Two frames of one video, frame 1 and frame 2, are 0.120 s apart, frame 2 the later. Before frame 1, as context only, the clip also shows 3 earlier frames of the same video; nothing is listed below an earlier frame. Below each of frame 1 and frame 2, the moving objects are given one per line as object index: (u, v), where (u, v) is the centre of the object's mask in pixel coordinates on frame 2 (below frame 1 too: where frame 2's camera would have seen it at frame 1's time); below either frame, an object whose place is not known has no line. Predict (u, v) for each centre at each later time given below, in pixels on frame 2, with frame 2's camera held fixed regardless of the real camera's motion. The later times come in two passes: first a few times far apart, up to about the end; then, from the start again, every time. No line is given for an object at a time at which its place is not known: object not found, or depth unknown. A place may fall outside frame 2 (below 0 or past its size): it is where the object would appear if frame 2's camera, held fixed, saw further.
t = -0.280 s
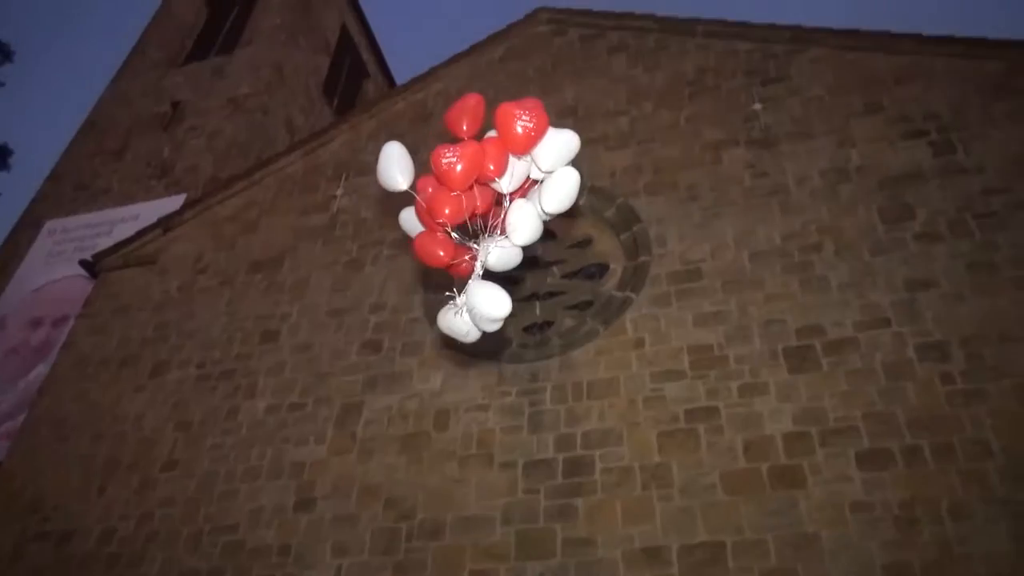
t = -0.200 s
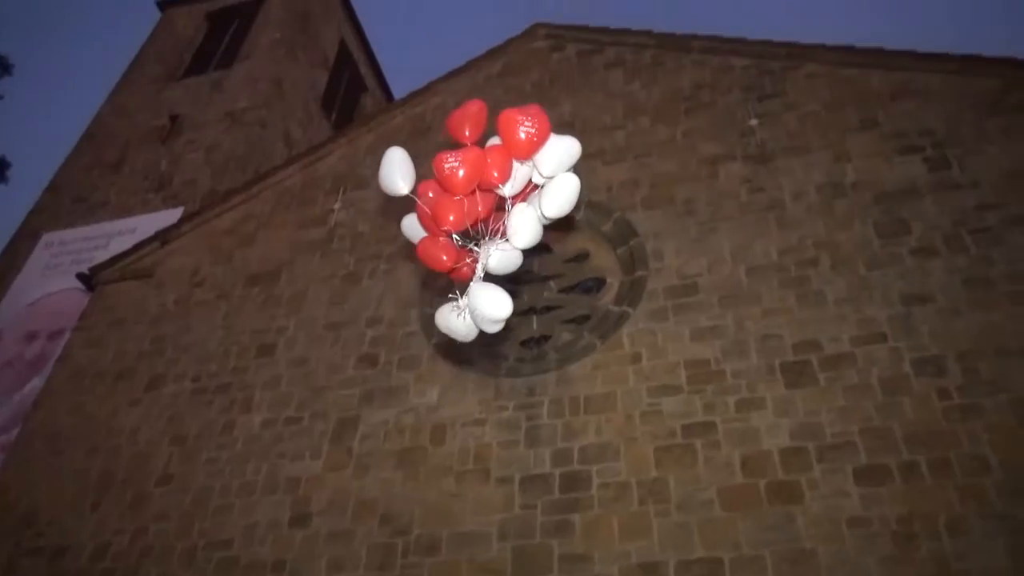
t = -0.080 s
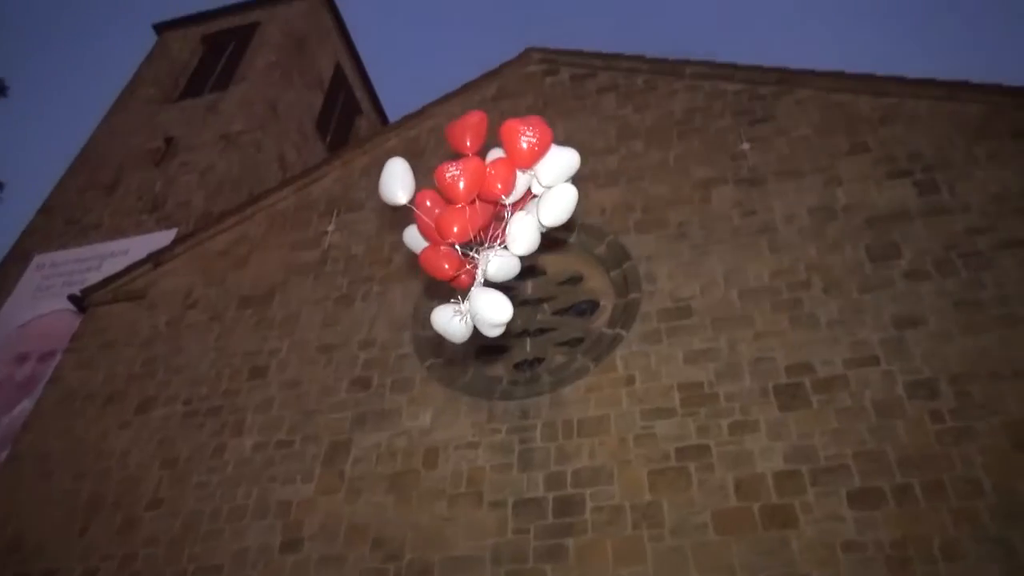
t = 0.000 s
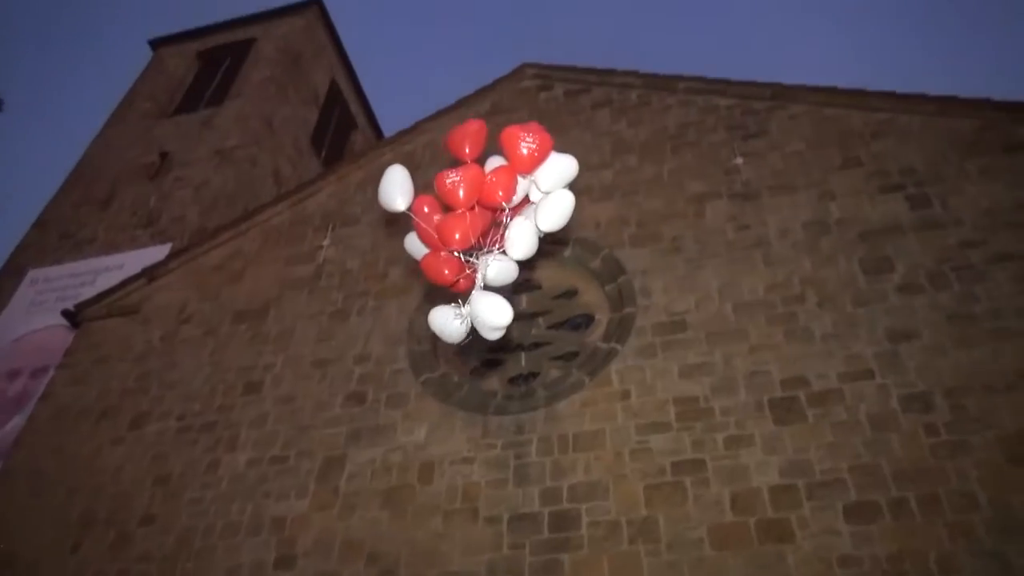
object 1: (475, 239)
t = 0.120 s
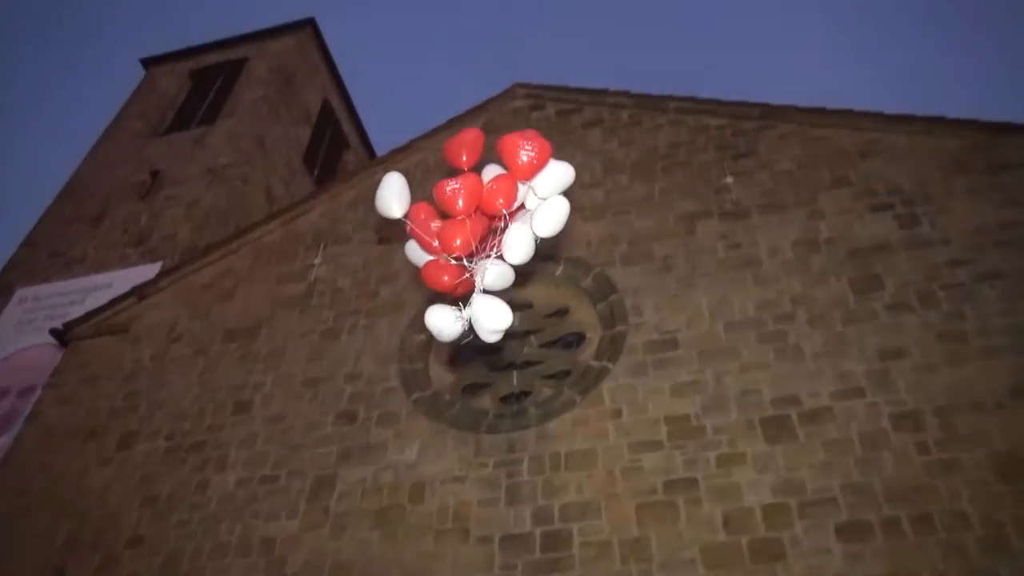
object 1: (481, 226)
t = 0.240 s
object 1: (486, 214)
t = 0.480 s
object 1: (497, 190)
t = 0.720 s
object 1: (508, 165)
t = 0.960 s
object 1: (519, 142)
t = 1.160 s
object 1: (524, 124)
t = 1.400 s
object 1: (533, 104)
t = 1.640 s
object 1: (538, 87)
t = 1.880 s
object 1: (540, 71)
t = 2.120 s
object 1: (540, 56)
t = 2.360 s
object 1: (539, 44)
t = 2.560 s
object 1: (541, 34)
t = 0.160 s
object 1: (482, 222)
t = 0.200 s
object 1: (484, 218)
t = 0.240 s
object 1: (486, 214)
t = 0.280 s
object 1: (488, 211)
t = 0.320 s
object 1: (490, 207)
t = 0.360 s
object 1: (492, 203)
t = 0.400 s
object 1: (494, 198)
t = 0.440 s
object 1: (495, 194)
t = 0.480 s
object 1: (497, 190)
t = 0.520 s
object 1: (499, 186)
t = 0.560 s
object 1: (501, 182)
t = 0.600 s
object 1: (503, 178)
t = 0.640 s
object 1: (504, 173)
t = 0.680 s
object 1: (506, 169)
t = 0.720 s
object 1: (508, 165)
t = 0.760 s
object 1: (510, 161)
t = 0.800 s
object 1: (512, 157)
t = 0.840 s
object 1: (514, 153)
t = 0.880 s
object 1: (515, 150)
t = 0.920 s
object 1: (523, 148)
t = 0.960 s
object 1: (519, 142)
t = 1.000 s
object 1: (520, 138)
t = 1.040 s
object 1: (522, 135)
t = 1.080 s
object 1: (523, 131)
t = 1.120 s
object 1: (525, 128)
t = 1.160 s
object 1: (524, 124)
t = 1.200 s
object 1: (526, 120)
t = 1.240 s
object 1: (527, 118)
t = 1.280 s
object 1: (530, 115)
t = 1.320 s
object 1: (531, 111)
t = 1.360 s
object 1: (532, 107)
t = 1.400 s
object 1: (533, 104)
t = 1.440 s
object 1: (542, 105)
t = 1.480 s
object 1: (543, 101)
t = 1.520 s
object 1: (543, 98)
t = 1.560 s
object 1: (544, 96)
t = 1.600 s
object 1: (544, 92)
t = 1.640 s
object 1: (538, 87)
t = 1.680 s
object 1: (538, 84)
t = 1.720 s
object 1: (546, 83)
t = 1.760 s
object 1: (539, 78)
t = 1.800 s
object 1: (539, 76)
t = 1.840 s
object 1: (539, 73)
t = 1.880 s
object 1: (540, 71)
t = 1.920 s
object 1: (540, 68)
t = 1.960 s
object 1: (540, 66)
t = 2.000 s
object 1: (548, 65)
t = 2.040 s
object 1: (548, 63)
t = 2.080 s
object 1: (540, 58)
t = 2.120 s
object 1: (540, 56)
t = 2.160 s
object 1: (540, 54)
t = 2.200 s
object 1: (540, 52)
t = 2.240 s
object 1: (540, 50)
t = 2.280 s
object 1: (539, 48)
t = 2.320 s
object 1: (539, 46)
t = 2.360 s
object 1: (539, 44)
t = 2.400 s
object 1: (539, 42)
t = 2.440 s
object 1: (538, 40)
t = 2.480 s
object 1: (541, 39)
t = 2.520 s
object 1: (541, 37)
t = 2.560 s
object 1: (541, 34)
